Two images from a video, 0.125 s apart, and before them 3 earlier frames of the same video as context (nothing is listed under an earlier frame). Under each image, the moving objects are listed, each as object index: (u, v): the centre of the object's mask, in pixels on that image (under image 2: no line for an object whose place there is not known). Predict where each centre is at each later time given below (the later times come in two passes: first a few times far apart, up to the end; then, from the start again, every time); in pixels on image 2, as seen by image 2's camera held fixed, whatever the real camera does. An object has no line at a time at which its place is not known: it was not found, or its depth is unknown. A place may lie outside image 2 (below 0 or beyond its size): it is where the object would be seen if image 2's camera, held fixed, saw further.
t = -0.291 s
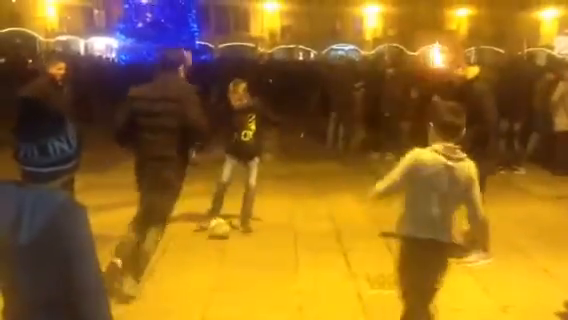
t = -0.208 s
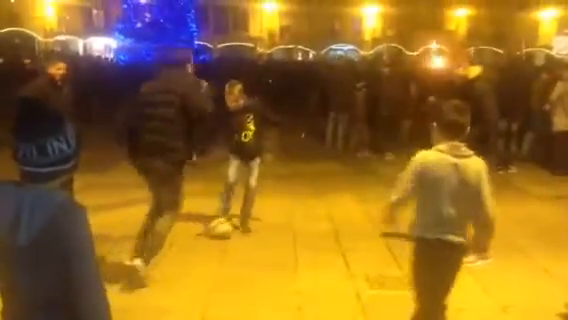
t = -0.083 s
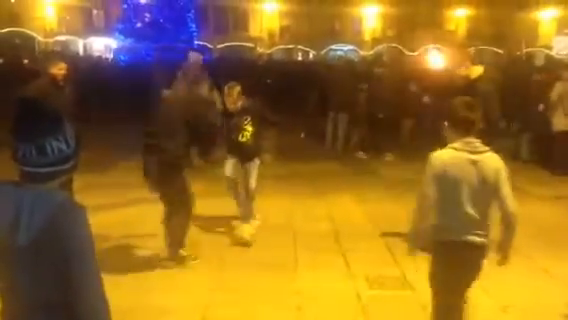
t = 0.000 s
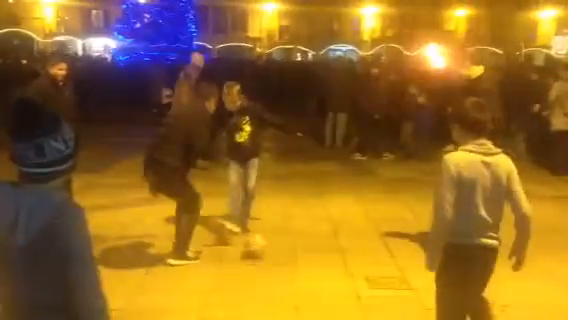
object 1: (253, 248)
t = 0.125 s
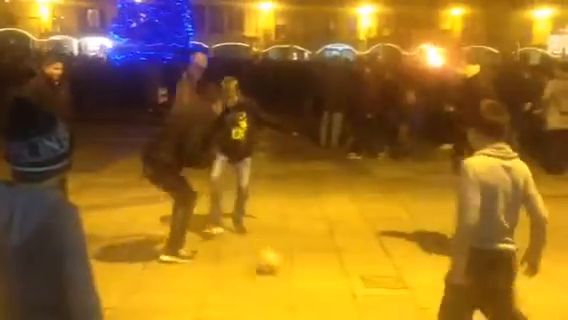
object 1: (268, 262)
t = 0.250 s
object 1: (286, 277)
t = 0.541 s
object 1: (346, 312)
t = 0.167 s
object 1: (274, 267)
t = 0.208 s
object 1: (279, 273)
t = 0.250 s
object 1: (286, 277)
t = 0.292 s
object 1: (294, 282)
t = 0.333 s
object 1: (301, 289)
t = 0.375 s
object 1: (308, 291)
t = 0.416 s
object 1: (318, 296)
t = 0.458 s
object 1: (328, 301)
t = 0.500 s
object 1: (337, 306)
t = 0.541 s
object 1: (346, 312)
